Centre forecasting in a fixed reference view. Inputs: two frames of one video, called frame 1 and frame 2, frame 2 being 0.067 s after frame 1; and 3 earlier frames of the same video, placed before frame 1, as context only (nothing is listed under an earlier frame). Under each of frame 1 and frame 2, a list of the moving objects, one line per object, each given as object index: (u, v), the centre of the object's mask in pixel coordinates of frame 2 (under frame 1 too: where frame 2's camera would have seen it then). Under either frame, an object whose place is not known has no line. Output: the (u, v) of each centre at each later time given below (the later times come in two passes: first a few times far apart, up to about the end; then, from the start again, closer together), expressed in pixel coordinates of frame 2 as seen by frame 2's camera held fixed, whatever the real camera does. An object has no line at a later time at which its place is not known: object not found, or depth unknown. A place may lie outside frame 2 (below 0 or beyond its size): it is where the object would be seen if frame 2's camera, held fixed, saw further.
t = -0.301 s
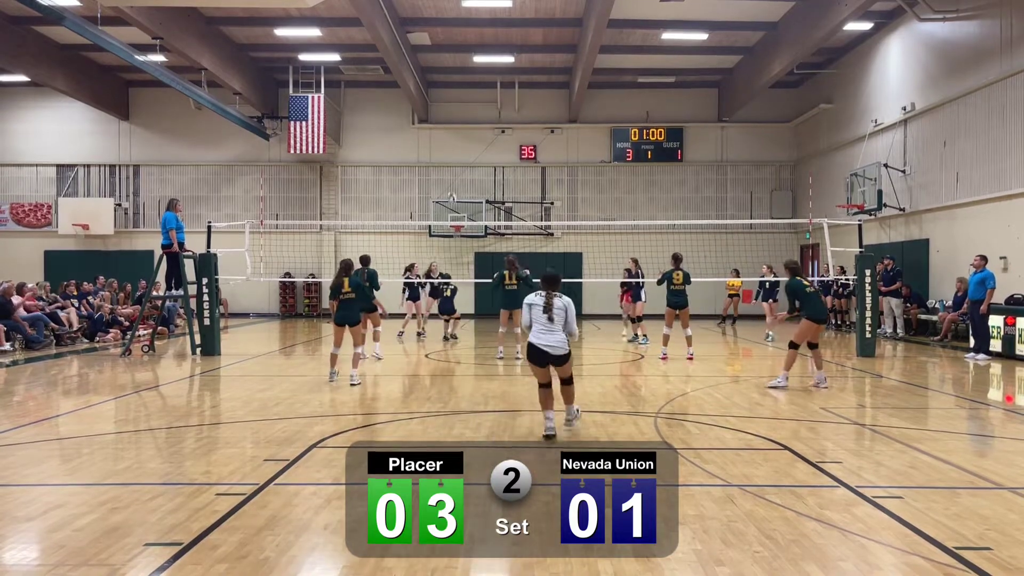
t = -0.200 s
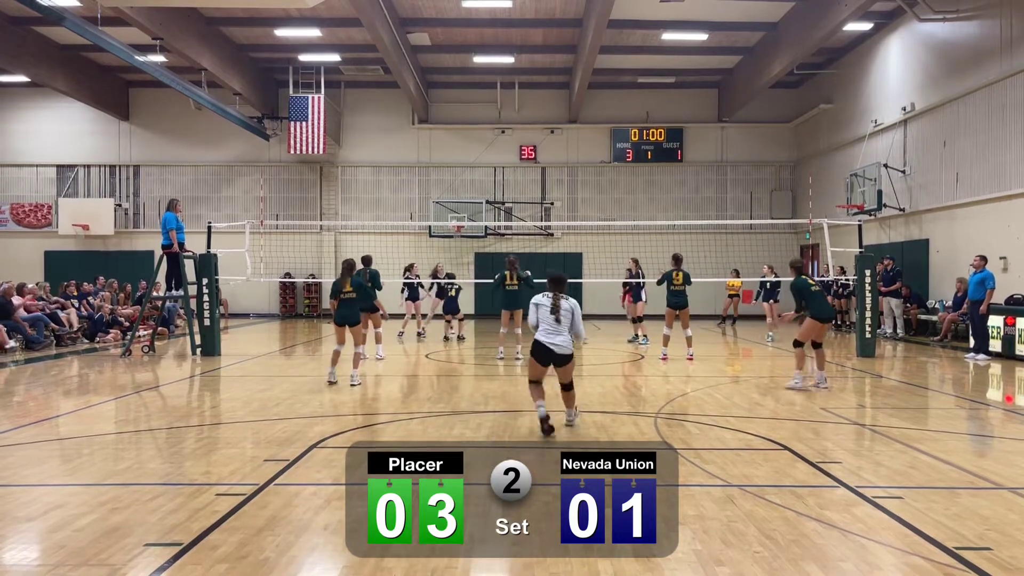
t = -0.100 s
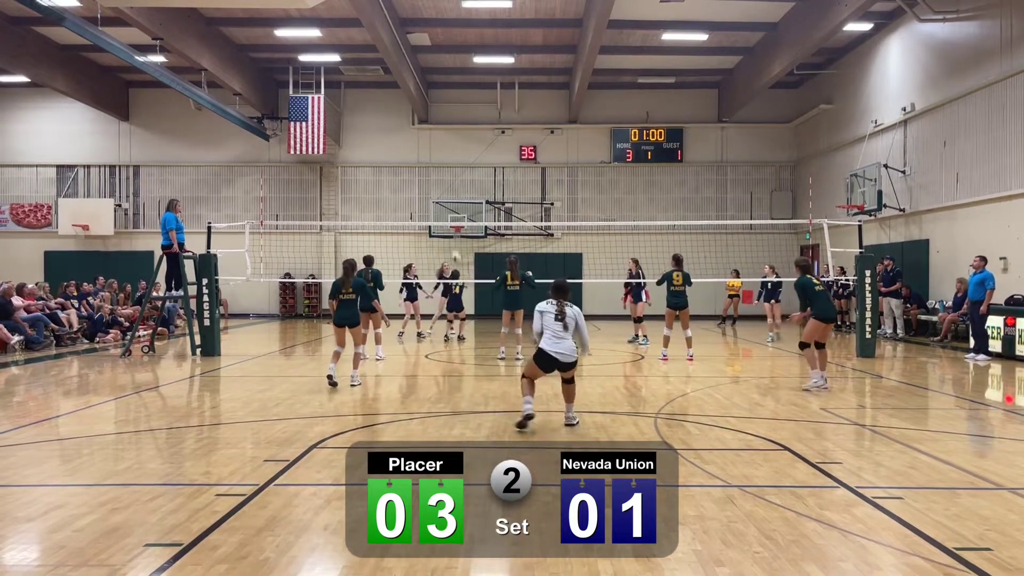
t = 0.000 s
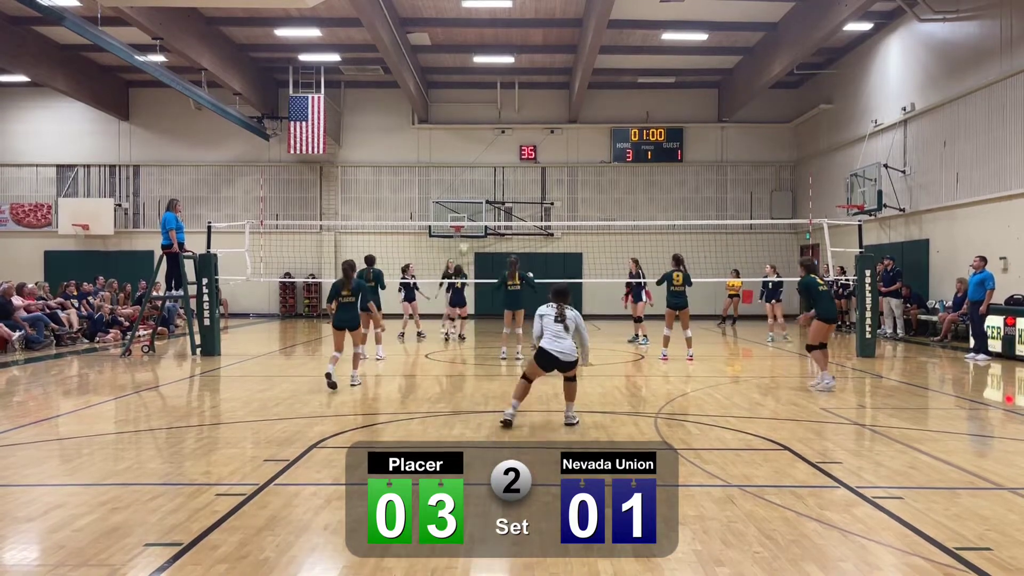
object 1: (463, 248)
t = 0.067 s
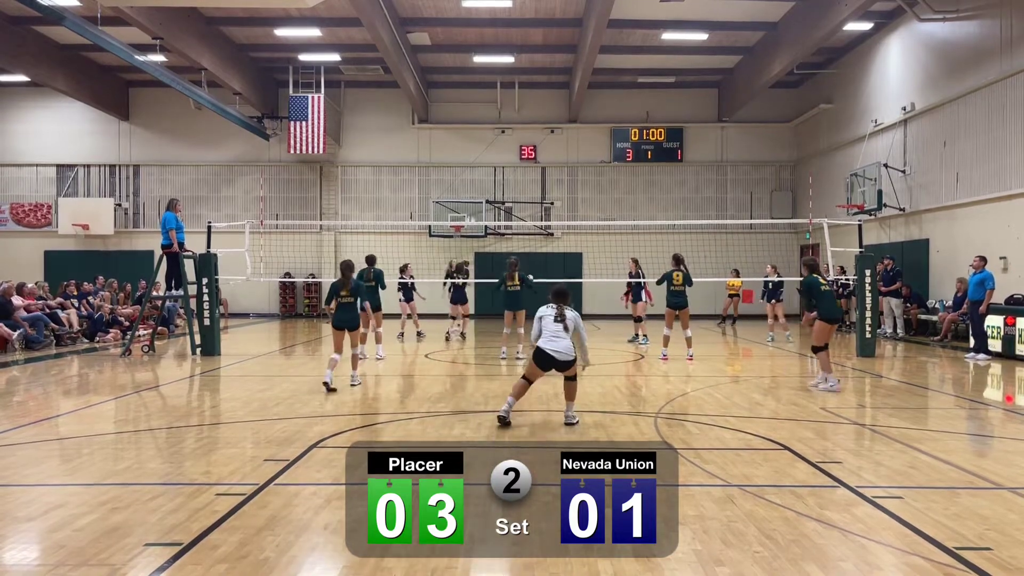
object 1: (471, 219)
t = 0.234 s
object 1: (488, 164)
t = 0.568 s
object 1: (521, 92)
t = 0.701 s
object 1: (534, 78)
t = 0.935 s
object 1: (556, 73)
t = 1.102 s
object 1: (571, 87)
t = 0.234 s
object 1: (488, 164)
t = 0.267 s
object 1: (491, 155)
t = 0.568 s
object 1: (521, 92)
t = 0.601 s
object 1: (524, 88)
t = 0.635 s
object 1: (527, 84)
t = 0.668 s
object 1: (531, 81)
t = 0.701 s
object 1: (534, 78)
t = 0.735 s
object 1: (537, 76)
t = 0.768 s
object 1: (540, 74)
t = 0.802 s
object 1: (543, 73)
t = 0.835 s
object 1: (546, 72)
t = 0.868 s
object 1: (549, 73)
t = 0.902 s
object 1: (553, 73)
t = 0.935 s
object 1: (556, 73)
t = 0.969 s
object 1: (560, 75)
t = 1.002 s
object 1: (562, 78)
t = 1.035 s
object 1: (566, 80)
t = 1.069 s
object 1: (568, 83)
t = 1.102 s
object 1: (571, 87)
